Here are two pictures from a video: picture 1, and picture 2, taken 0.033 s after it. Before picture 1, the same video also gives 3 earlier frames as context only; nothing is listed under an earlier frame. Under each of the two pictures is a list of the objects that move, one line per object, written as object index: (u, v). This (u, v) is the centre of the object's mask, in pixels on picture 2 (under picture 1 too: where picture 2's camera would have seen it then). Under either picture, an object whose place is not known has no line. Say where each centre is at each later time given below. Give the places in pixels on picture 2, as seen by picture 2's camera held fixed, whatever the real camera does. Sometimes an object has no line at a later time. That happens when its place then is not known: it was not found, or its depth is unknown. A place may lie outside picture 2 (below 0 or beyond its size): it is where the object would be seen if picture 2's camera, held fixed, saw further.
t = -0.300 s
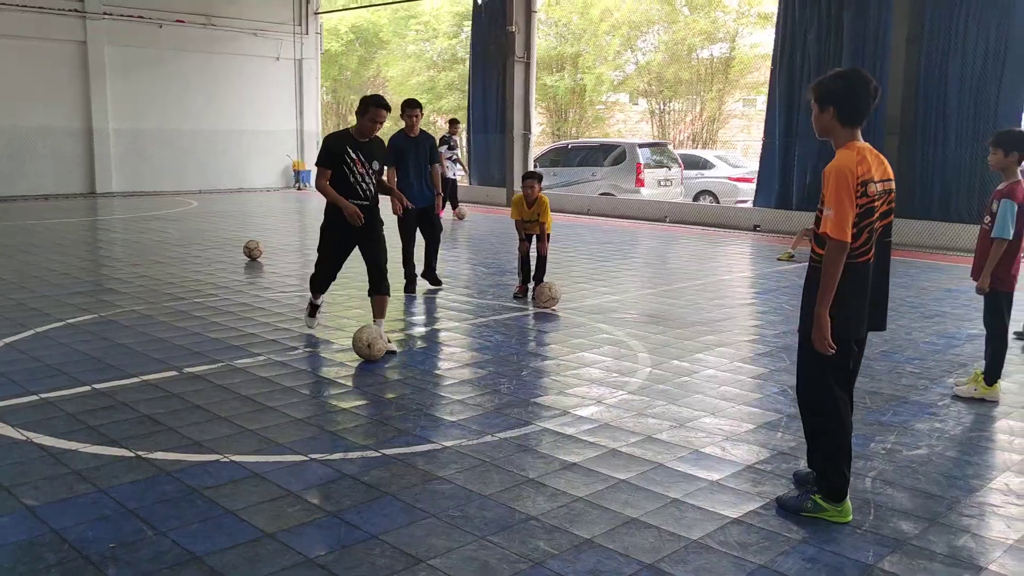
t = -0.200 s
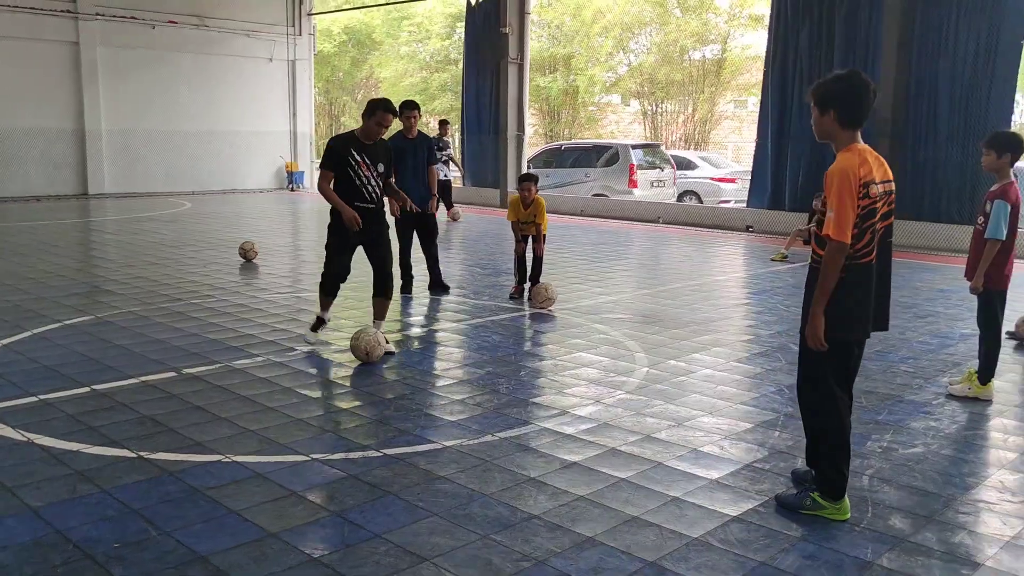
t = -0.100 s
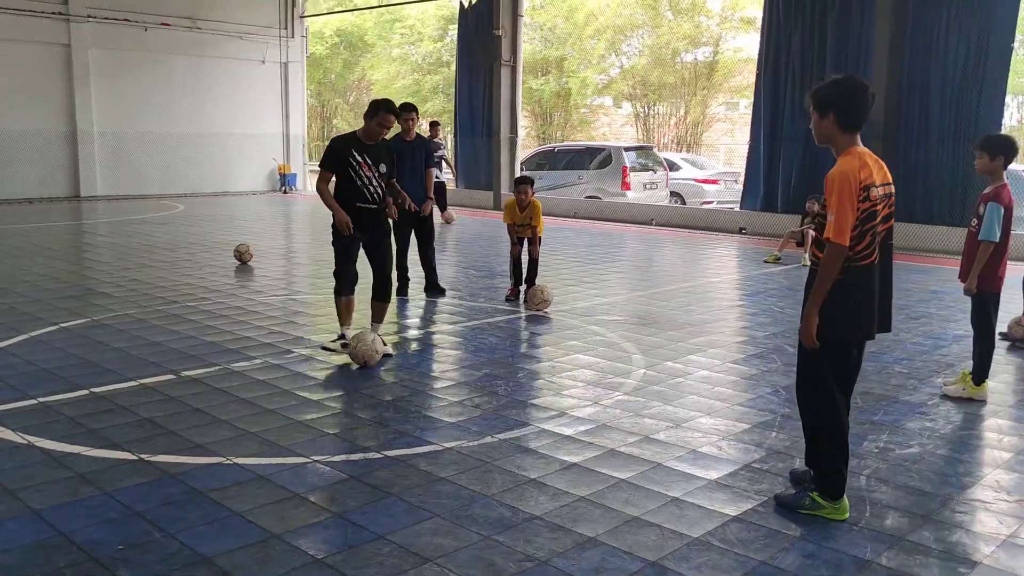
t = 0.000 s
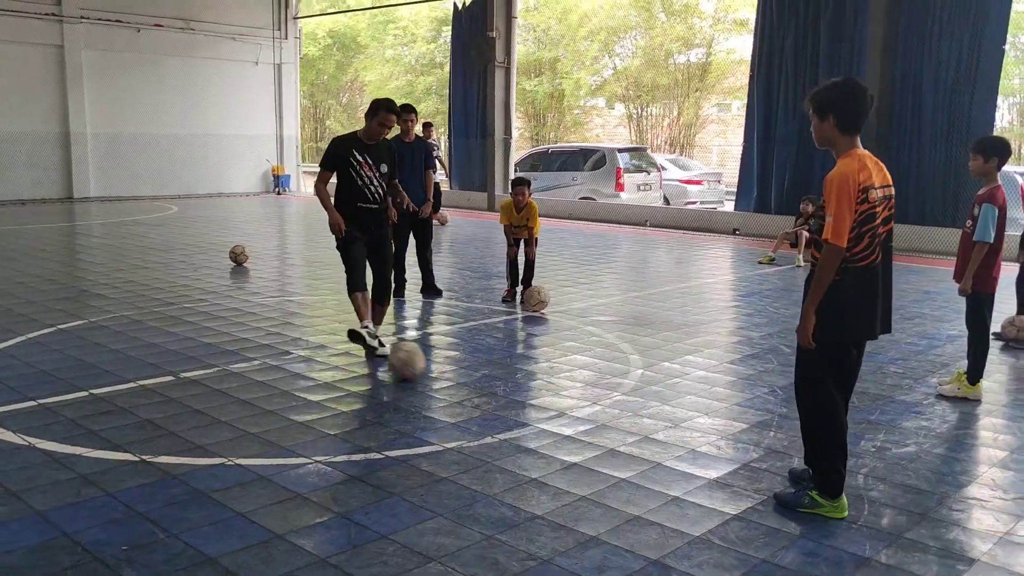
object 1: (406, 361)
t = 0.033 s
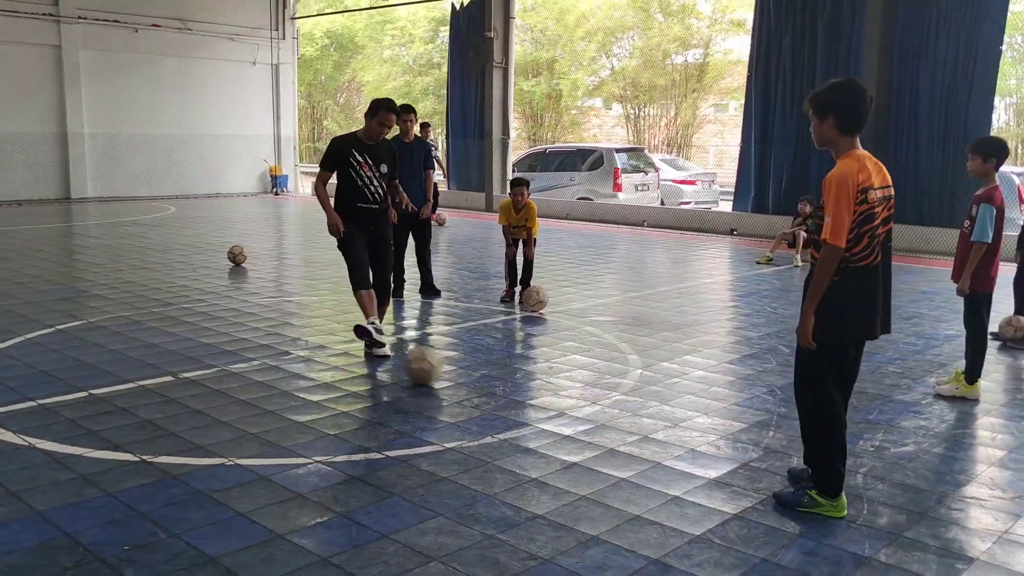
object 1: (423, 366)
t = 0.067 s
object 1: (441, 369)
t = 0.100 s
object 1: (458, 374)
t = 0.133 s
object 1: (477, 379)
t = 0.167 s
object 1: (493, 382)
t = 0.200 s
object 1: (510, 387)
